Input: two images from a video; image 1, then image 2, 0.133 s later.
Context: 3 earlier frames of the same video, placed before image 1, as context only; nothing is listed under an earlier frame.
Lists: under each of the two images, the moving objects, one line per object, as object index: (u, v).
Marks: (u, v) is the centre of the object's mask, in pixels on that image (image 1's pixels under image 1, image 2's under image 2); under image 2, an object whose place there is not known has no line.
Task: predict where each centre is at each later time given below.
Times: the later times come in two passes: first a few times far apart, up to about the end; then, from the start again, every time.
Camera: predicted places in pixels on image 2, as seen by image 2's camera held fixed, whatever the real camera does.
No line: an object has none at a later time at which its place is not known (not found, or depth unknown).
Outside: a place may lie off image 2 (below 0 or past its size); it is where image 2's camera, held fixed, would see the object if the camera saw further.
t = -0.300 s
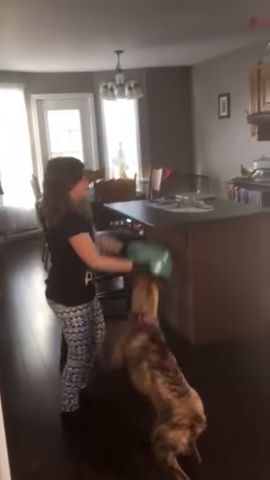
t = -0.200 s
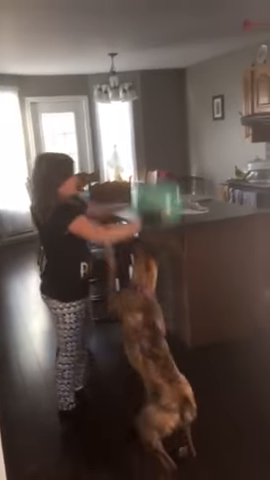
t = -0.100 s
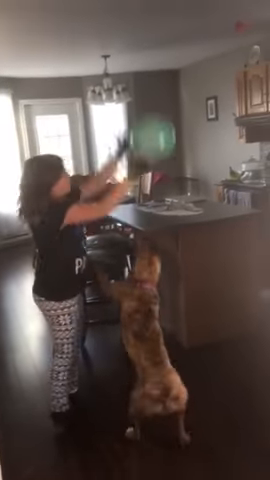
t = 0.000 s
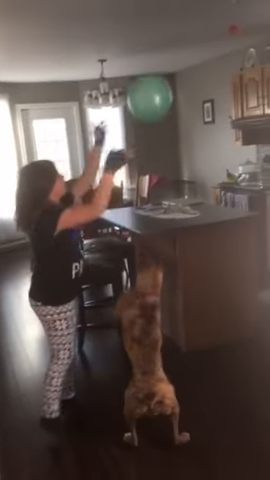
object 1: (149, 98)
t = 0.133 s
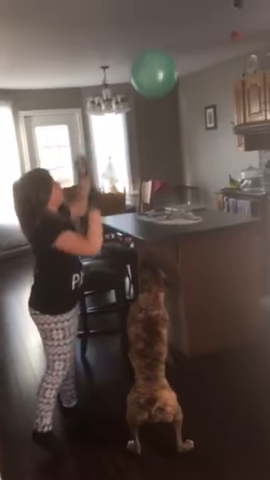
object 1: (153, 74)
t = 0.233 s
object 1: (157, 63)
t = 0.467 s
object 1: (165, 67)
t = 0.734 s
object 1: (170, 92)
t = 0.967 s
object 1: (171, 136)
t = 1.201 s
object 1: (170, 189)
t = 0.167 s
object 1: (154, 70)
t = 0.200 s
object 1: (156, 66)
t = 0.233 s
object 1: (157, 63)
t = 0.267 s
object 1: (157, 62)
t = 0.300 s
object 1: (159, 61)
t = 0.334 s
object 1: (161, 62)
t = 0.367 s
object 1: (162, 63)
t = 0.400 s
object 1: (163, 64)
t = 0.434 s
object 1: (164, 65)
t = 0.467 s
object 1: (165, 67)
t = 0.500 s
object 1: (166, 69)
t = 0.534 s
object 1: (167, 71)
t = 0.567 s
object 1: (167, 74)
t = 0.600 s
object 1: (167, 76)
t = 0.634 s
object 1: (167, 80)
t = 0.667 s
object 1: (169, 84)
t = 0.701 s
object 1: (169, 87)
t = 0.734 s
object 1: (170, 92)
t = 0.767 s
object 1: (170, 98)
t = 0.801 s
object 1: (170, 103)
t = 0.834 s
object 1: (170, 110)
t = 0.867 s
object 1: (171, 115)
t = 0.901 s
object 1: (171, 122)
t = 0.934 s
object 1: (171, 129)
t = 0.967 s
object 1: (171, 136)
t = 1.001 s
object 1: (171, 143)
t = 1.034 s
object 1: (171, 151)
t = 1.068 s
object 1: (171, 158)
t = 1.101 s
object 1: (171, 166)
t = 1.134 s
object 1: (171, 173)
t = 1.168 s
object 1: (171, 181)
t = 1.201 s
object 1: (170, 189)
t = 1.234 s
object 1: (169, 197)
